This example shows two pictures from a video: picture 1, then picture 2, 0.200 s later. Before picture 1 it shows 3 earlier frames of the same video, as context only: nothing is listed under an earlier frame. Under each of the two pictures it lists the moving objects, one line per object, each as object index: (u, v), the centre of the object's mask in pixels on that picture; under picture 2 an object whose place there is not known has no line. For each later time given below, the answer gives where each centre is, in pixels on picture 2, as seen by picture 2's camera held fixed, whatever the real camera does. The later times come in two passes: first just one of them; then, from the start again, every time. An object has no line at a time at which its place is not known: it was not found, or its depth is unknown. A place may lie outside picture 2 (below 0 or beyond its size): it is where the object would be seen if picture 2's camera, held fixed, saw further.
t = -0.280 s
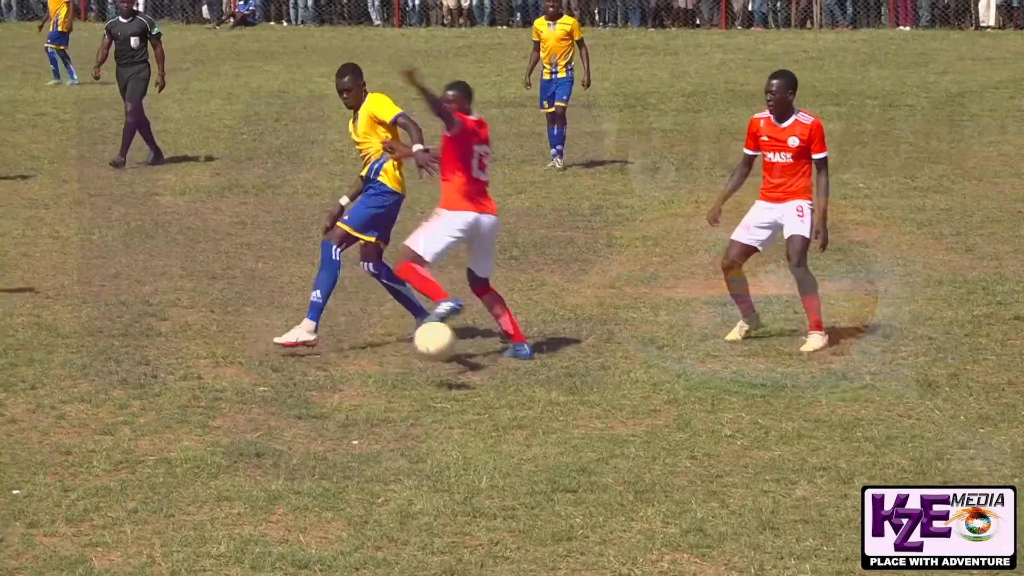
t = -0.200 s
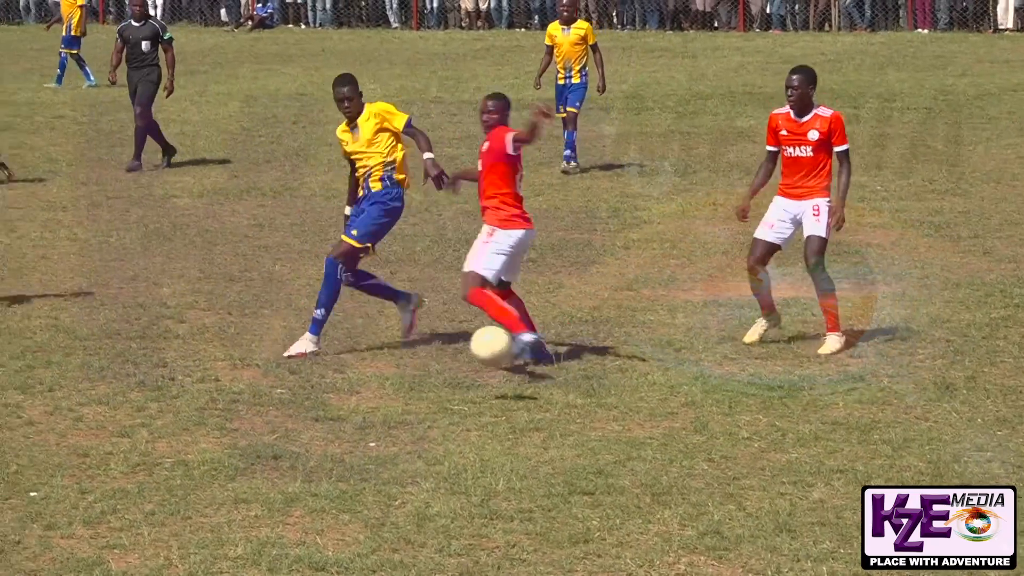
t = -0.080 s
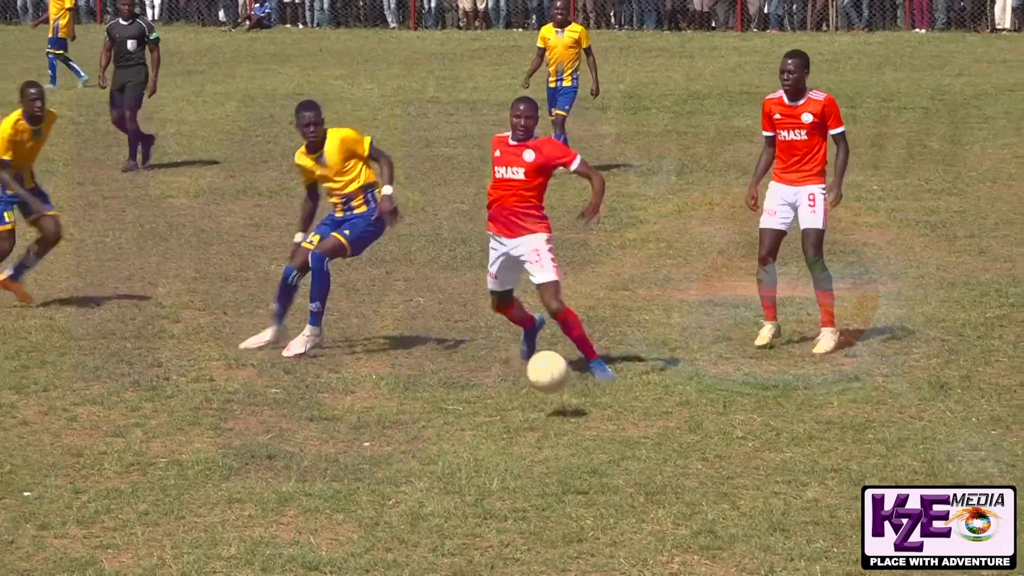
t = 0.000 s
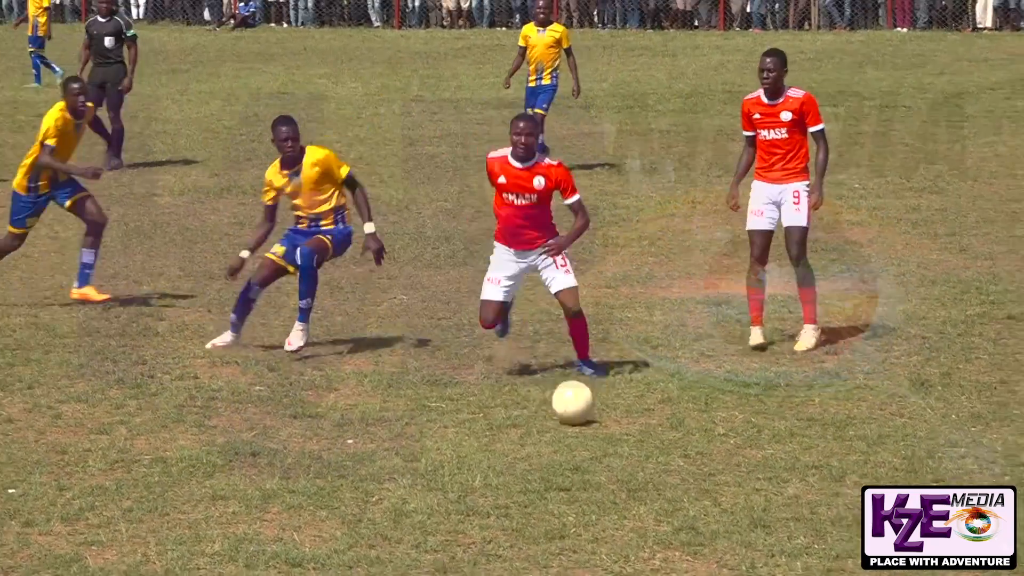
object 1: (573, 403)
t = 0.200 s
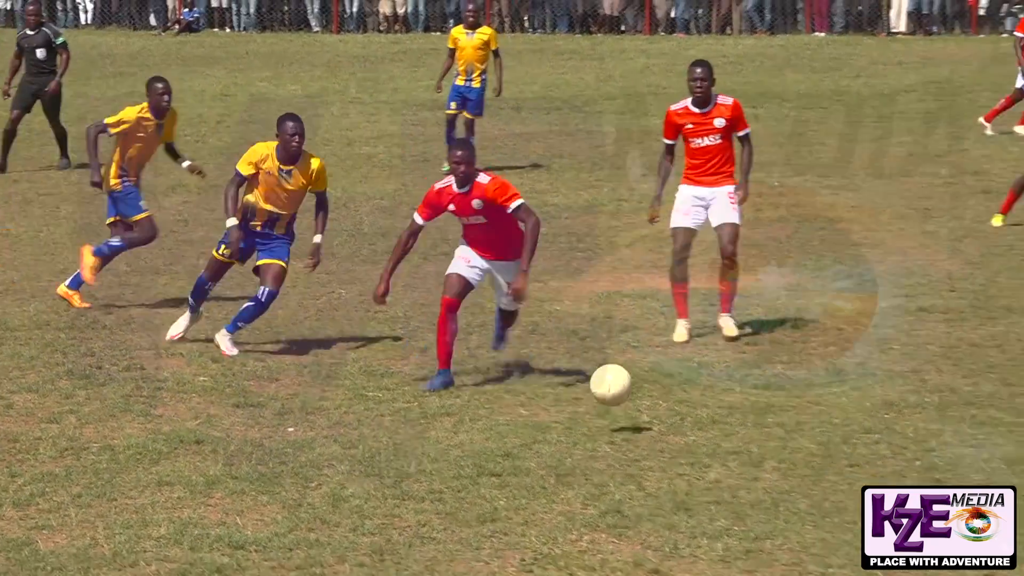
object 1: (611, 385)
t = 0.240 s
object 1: (634, 391)
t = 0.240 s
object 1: (634, 391)
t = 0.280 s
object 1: (657, 401)
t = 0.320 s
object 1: (680, 412)
